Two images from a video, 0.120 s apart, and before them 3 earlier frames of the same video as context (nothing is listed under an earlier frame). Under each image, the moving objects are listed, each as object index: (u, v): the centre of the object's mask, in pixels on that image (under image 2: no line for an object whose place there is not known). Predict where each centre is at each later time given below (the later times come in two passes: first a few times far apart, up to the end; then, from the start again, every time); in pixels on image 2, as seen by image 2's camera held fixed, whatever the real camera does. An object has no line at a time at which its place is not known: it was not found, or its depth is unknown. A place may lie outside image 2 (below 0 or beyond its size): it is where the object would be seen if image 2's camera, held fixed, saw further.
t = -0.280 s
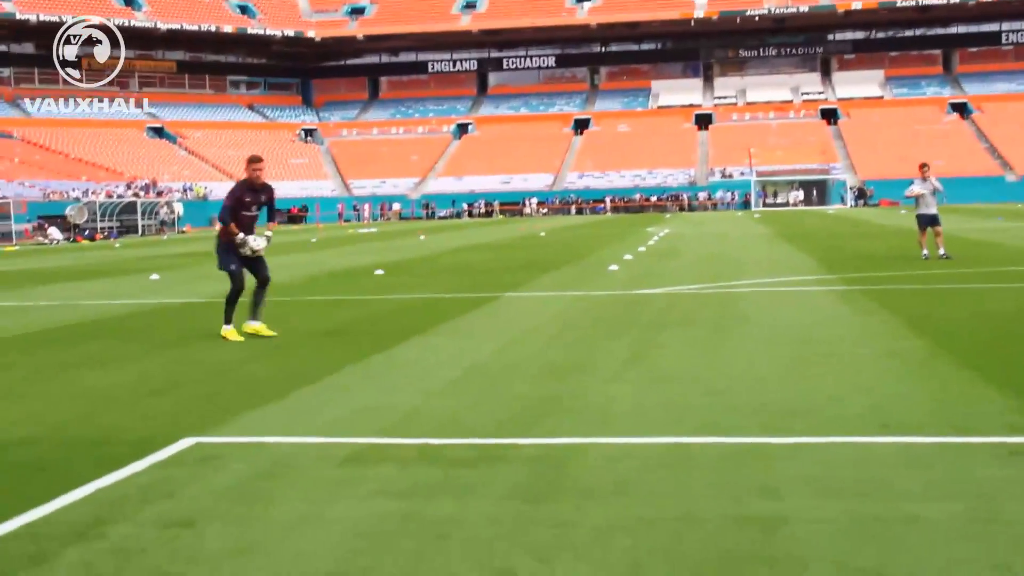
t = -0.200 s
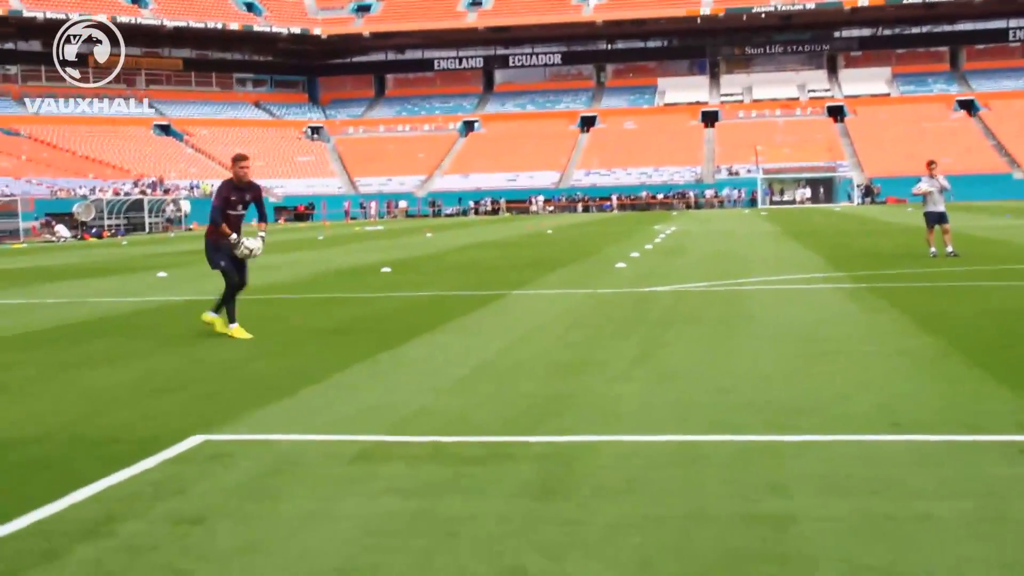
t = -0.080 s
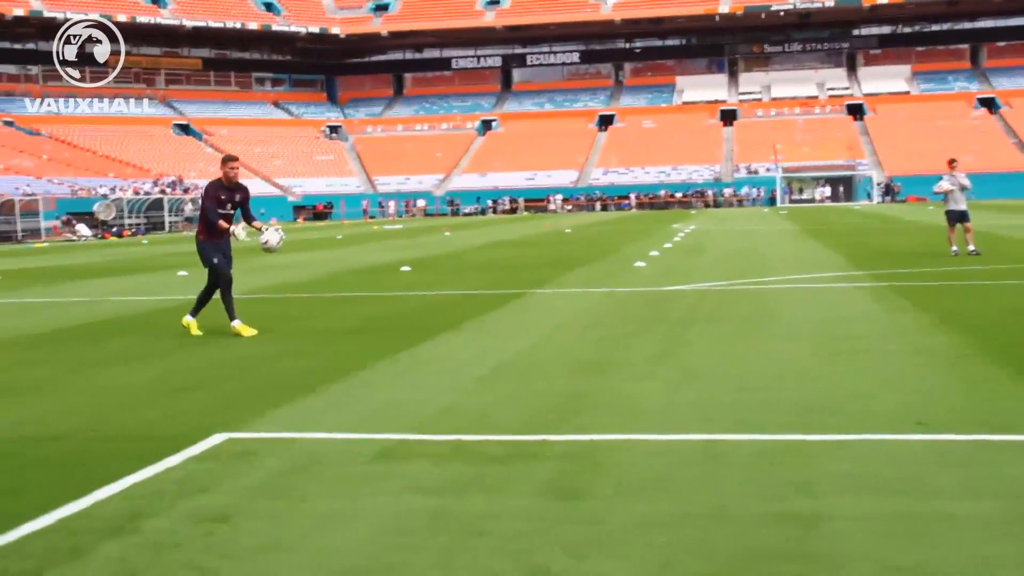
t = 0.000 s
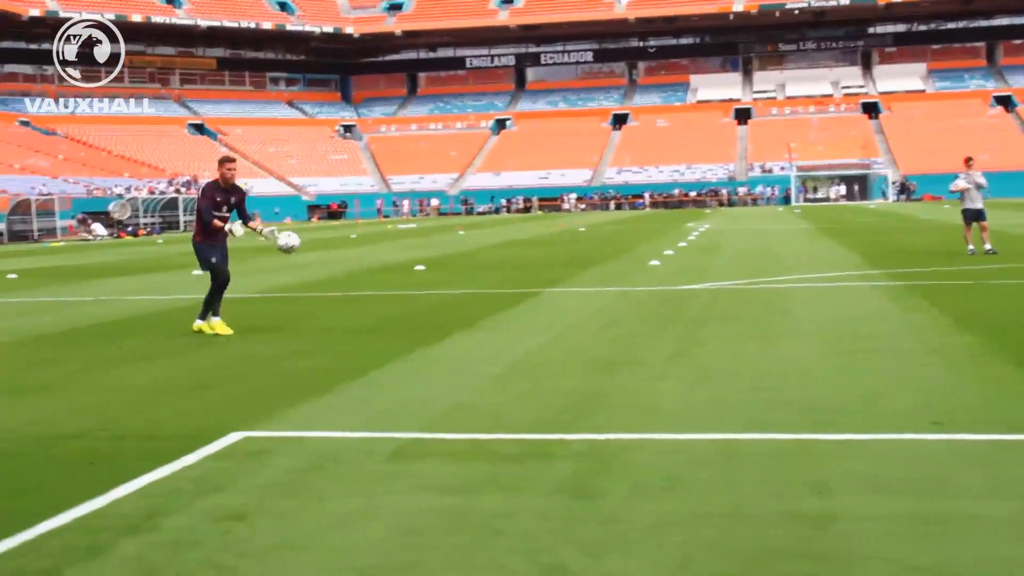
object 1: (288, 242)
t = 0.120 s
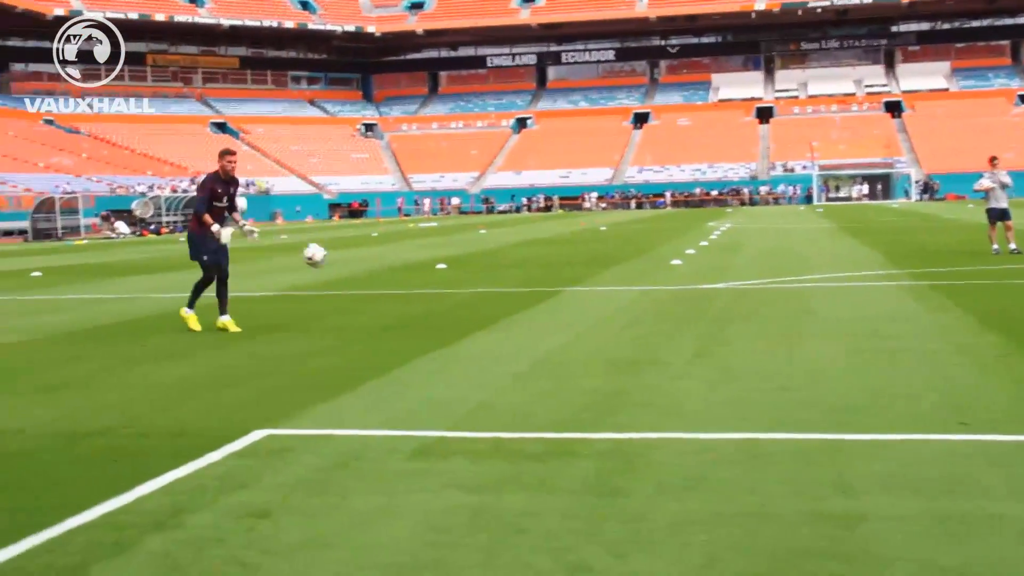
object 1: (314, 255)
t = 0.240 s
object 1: (323, 283)
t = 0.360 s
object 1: (328, 325)
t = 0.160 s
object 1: (318, 262)
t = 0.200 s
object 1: (320, 272)
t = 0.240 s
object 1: (323, 283)
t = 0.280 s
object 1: (325, 296)
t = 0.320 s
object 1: (326, 310)
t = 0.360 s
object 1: (328, 325)
